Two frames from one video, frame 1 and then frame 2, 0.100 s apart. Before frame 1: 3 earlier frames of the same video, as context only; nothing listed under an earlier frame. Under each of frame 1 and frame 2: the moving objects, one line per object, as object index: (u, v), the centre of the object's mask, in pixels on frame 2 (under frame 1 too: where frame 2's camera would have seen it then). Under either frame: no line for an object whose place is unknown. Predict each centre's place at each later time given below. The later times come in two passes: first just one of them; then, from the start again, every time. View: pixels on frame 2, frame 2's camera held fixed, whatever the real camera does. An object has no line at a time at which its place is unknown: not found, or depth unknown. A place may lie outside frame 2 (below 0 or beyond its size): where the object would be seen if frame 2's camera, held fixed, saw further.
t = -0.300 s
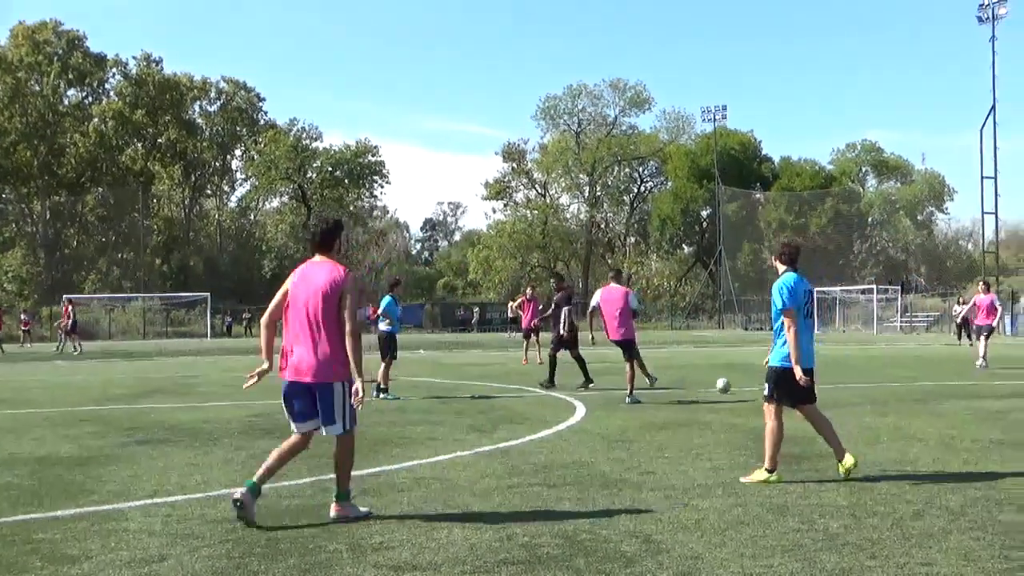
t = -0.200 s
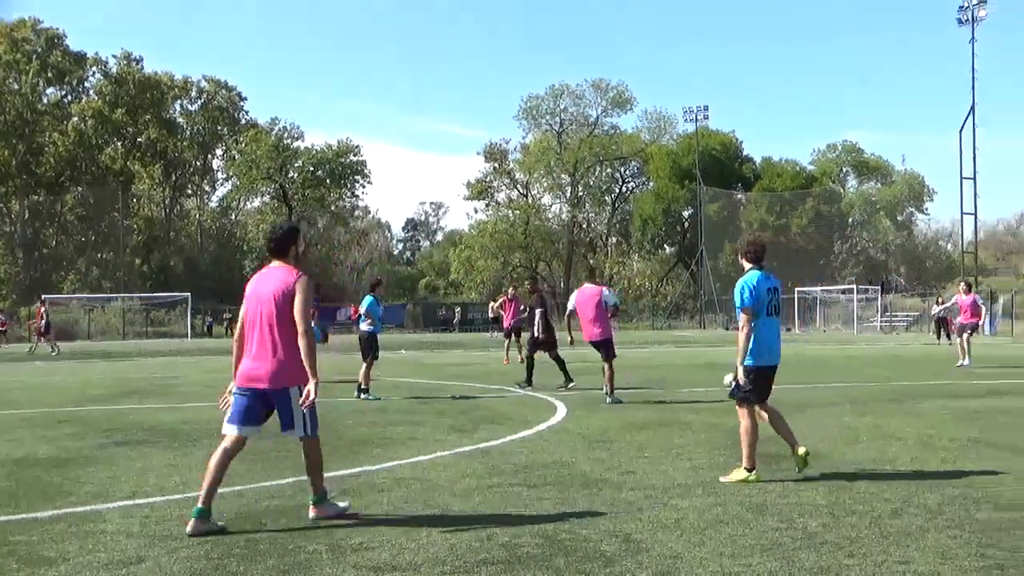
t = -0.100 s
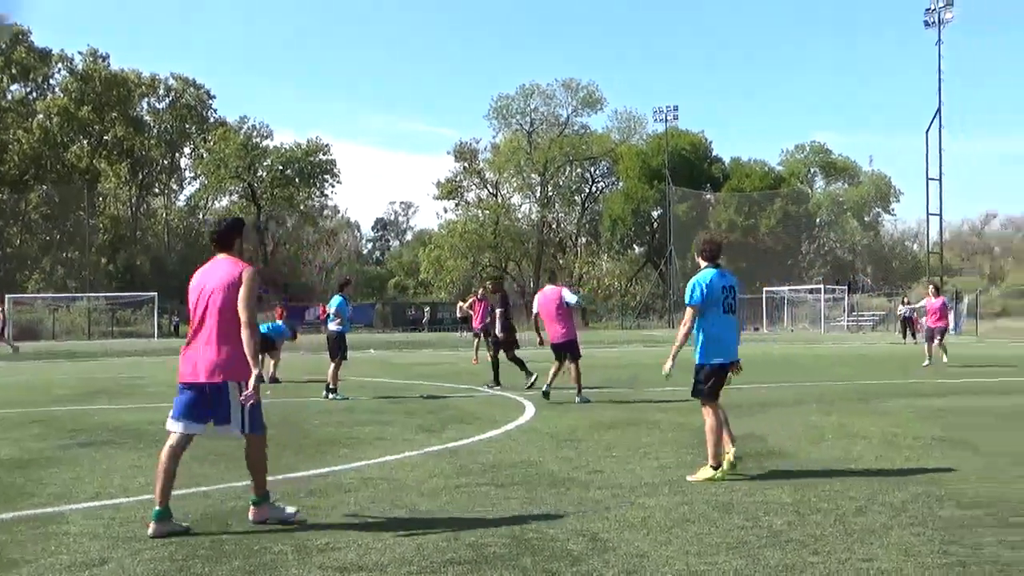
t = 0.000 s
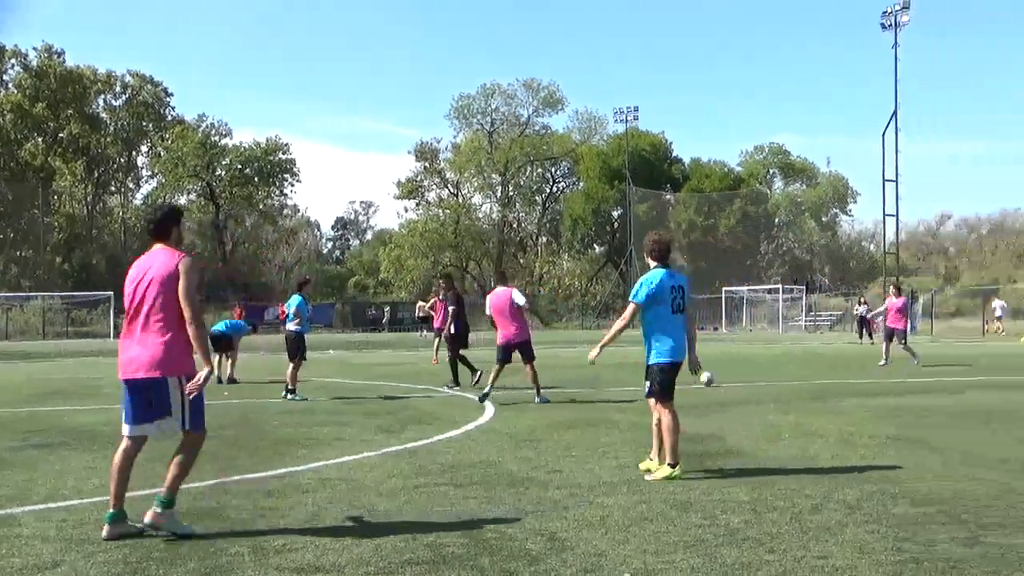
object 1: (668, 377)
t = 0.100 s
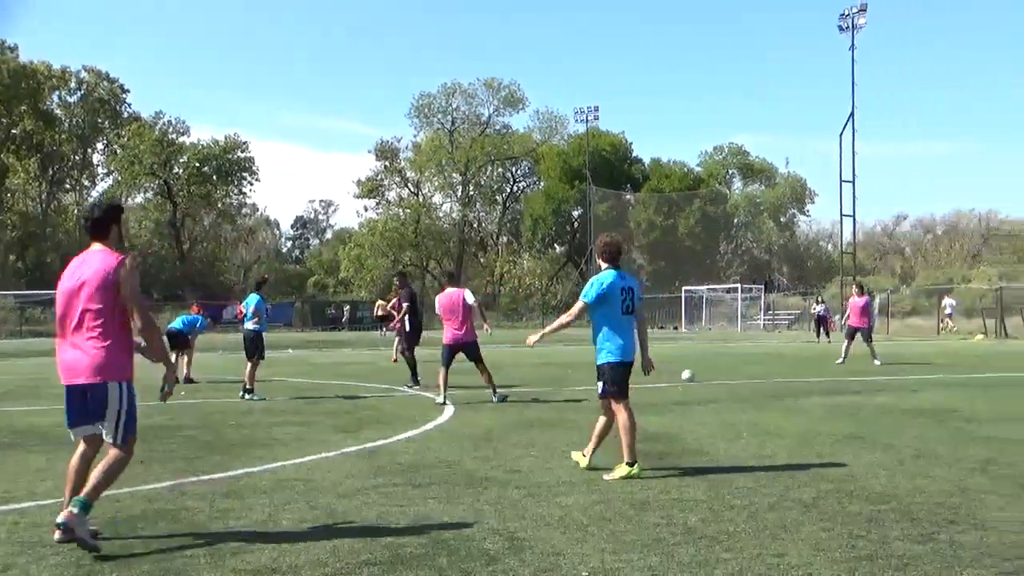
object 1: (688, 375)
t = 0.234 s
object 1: (711, 374)
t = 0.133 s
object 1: (693, 374)
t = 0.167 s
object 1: (699, 374)
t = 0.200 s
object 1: (706, 373)
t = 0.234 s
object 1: (711, 374)
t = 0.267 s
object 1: (717, 372)
